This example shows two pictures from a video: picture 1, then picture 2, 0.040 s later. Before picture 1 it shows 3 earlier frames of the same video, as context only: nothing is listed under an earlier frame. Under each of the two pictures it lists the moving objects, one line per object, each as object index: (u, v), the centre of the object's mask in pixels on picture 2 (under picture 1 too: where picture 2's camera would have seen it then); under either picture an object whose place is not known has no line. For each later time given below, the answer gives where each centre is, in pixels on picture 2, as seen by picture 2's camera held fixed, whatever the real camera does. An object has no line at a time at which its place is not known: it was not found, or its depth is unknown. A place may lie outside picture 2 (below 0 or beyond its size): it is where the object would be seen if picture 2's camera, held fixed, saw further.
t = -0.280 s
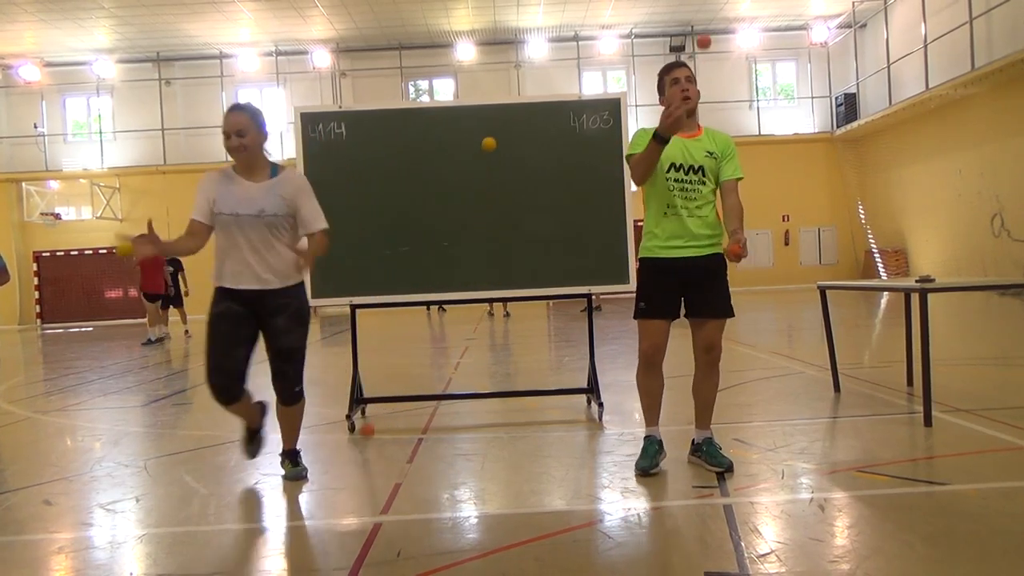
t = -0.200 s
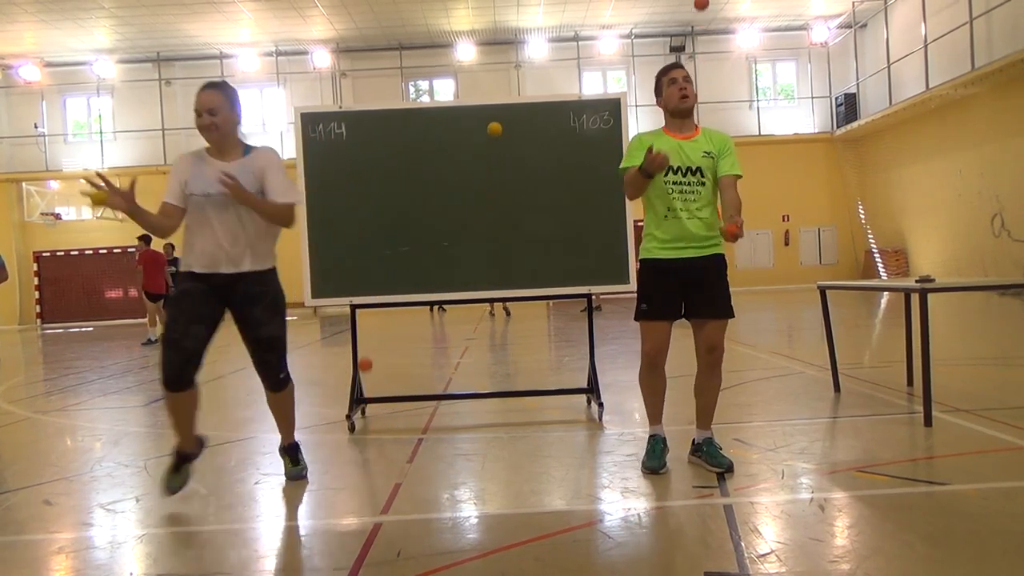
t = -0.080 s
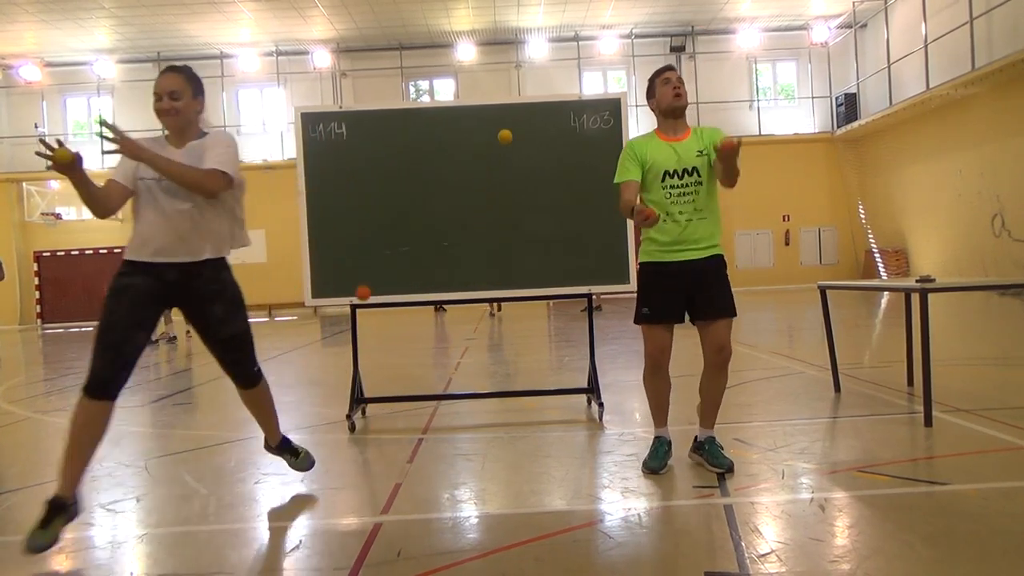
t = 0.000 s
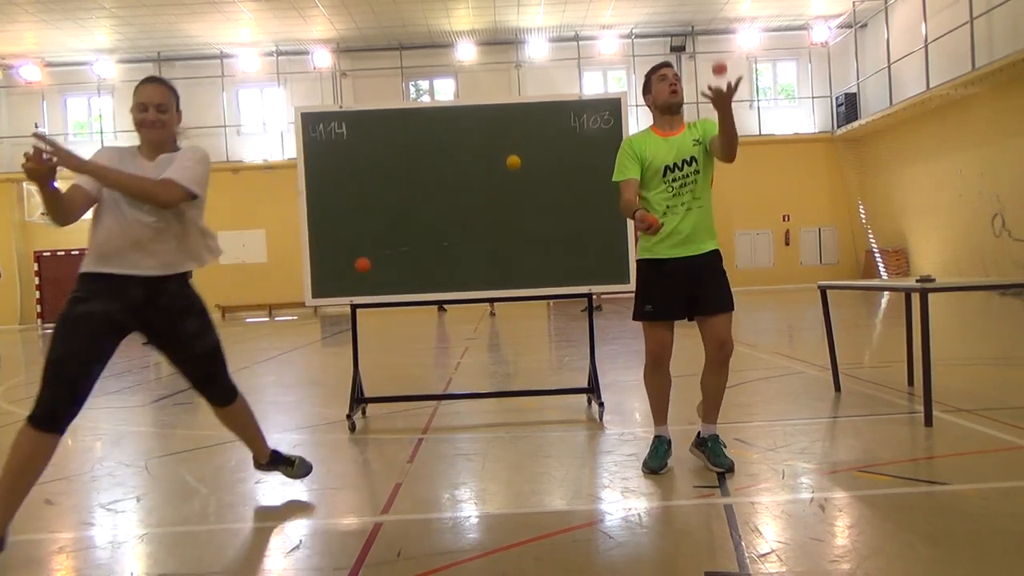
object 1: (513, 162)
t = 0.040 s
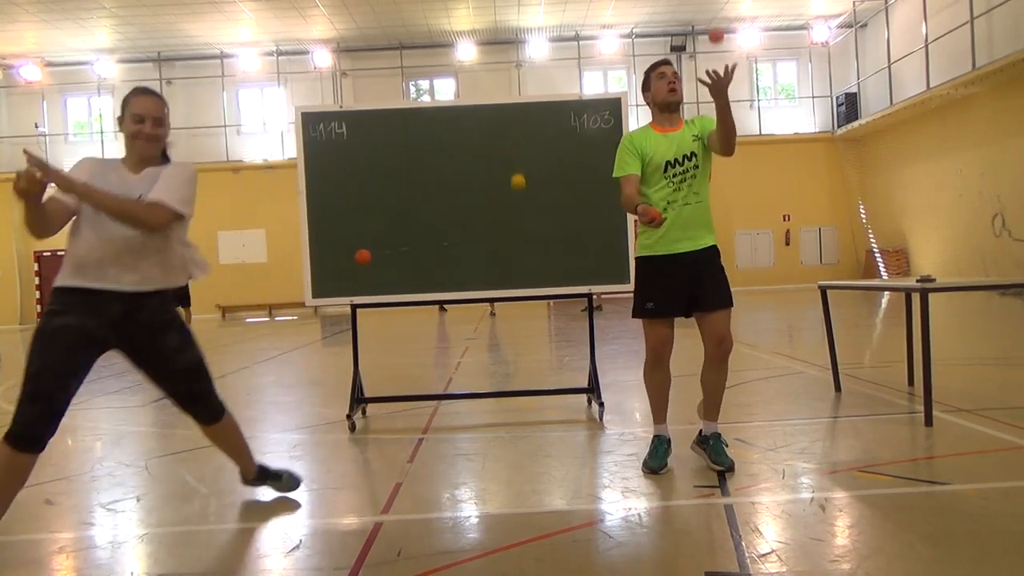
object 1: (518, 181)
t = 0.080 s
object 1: (522, 206)
